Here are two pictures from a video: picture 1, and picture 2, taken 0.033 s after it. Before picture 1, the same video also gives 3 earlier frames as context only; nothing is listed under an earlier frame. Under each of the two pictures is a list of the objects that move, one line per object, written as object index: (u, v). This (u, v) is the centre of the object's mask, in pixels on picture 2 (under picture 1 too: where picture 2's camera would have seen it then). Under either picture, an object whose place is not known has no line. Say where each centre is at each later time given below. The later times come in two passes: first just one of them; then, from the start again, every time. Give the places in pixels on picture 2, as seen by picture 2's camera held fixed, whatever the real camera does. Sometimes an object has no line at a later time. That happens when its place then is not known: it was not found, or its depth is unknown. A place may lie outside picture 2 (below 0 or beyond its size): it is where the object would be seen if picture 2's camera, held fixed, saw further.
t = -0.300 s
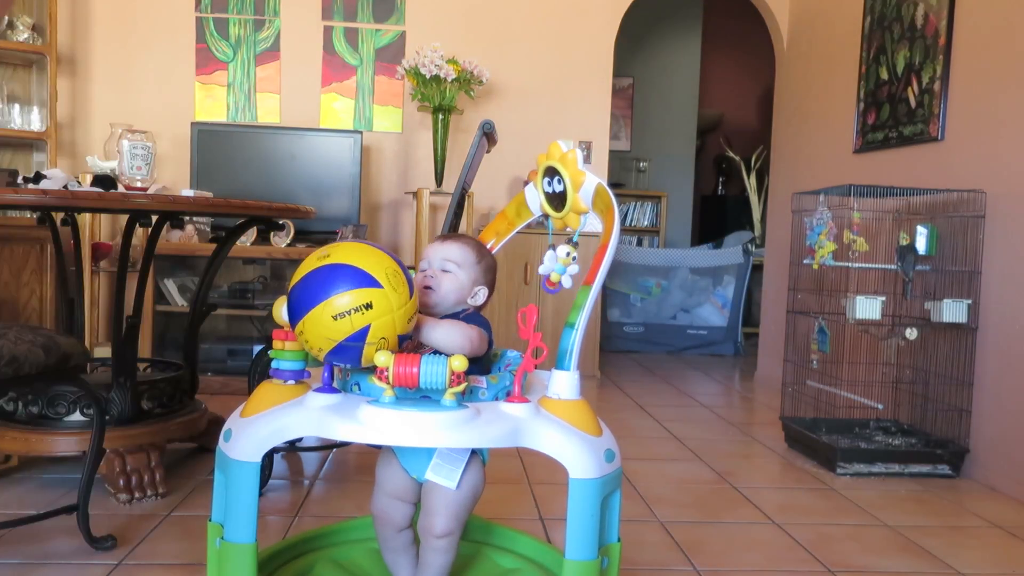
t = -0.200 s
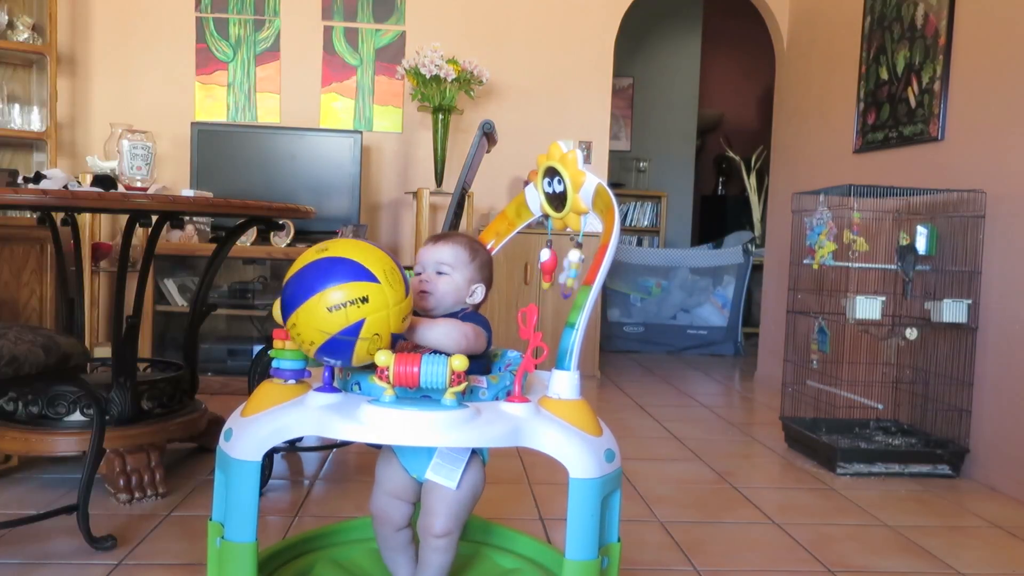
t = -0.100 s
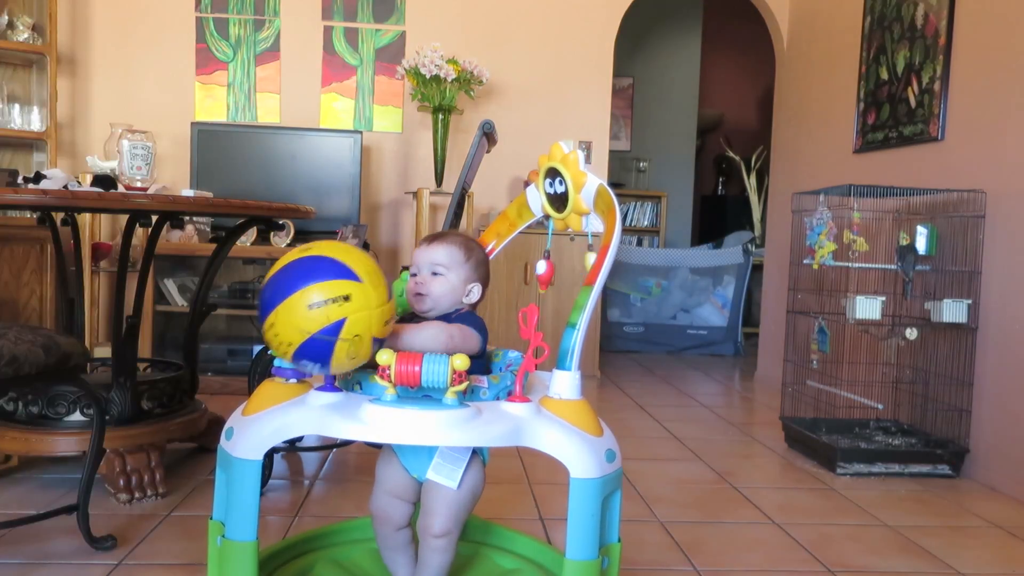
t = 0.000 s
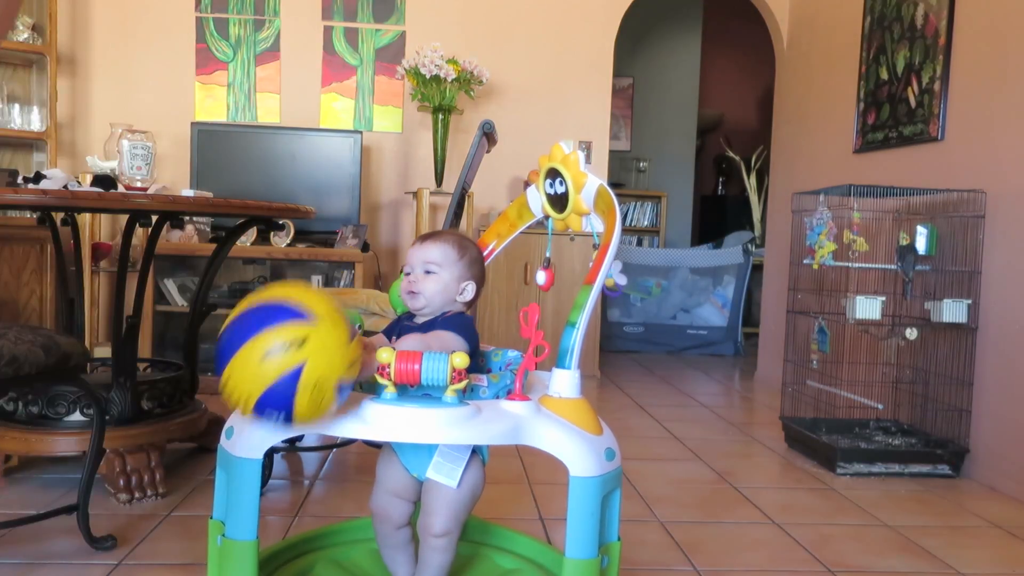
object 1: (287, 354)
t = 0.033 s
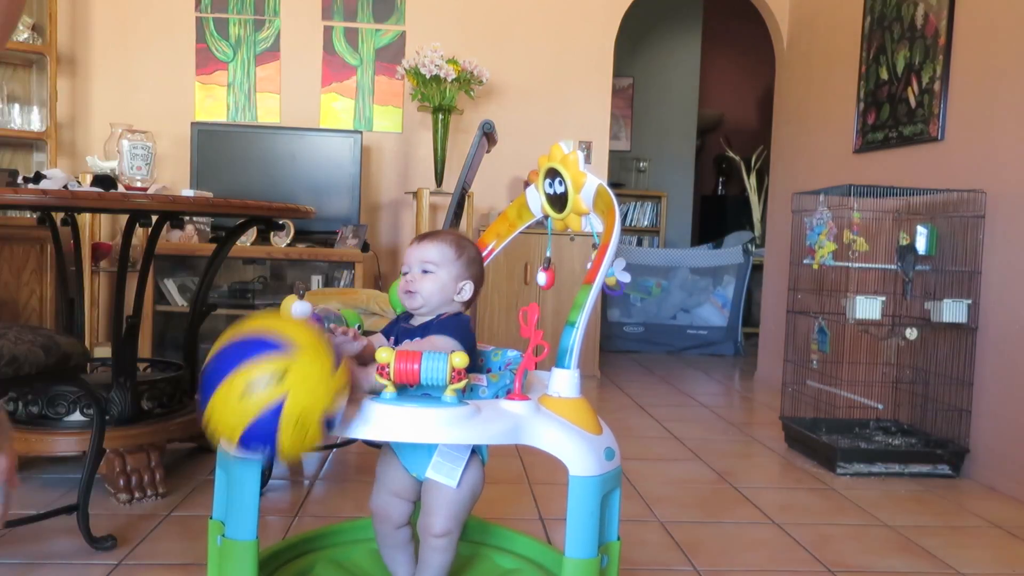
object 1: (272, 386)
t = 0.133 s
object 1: (227, 523)
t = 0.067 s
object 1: (257, 430)
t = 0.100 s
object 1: (241, 482)
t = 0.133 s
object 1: (227, 523)
